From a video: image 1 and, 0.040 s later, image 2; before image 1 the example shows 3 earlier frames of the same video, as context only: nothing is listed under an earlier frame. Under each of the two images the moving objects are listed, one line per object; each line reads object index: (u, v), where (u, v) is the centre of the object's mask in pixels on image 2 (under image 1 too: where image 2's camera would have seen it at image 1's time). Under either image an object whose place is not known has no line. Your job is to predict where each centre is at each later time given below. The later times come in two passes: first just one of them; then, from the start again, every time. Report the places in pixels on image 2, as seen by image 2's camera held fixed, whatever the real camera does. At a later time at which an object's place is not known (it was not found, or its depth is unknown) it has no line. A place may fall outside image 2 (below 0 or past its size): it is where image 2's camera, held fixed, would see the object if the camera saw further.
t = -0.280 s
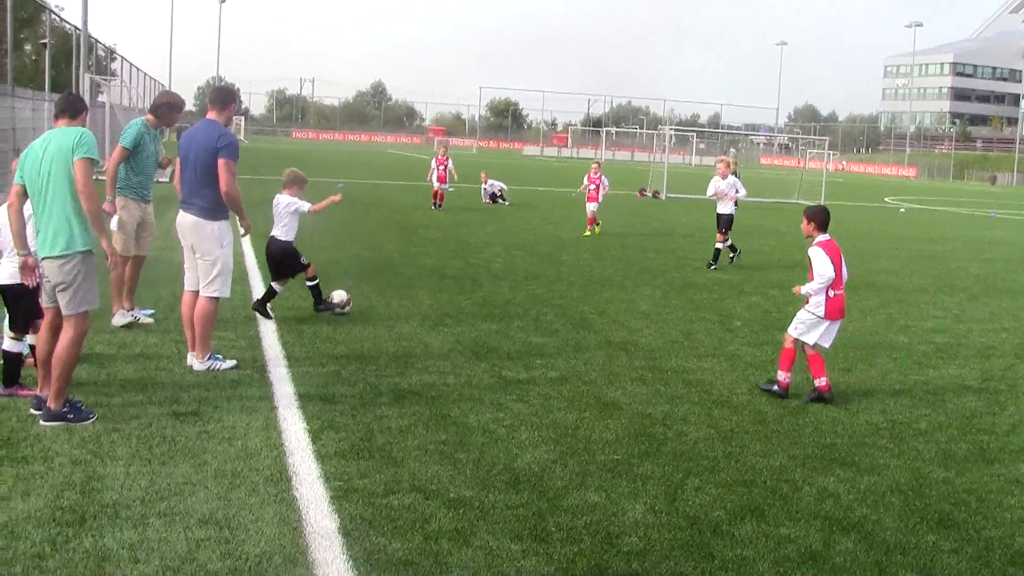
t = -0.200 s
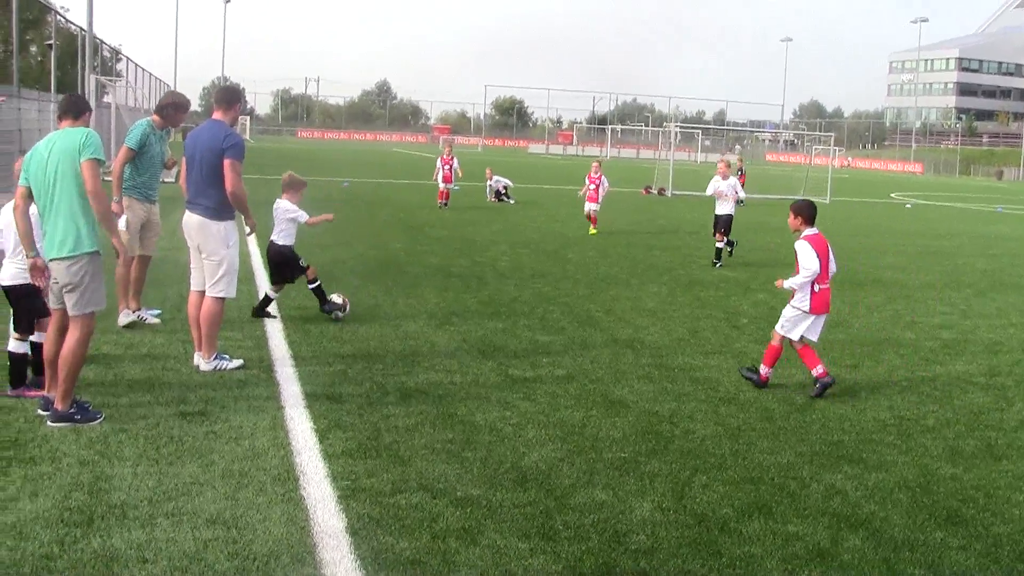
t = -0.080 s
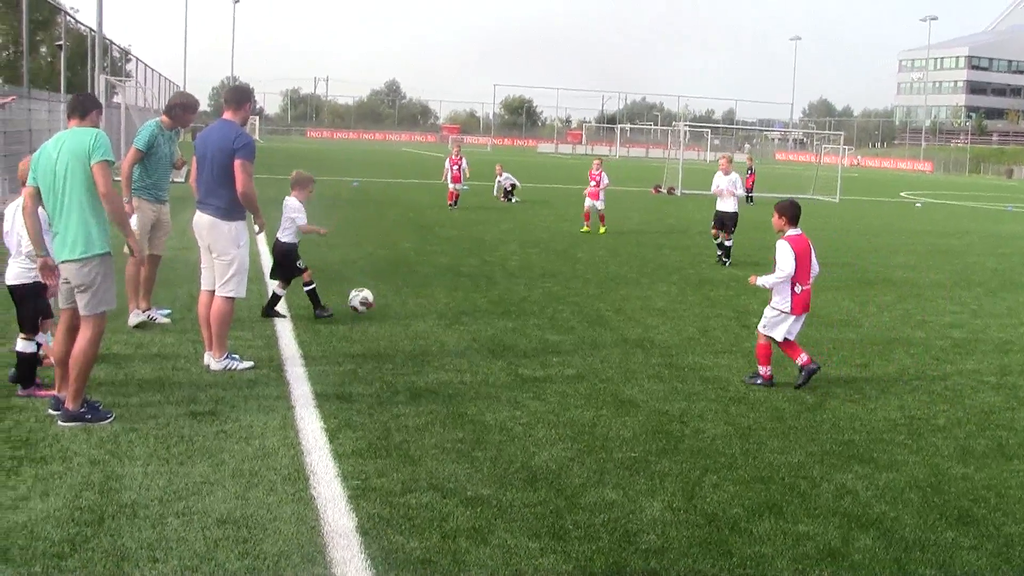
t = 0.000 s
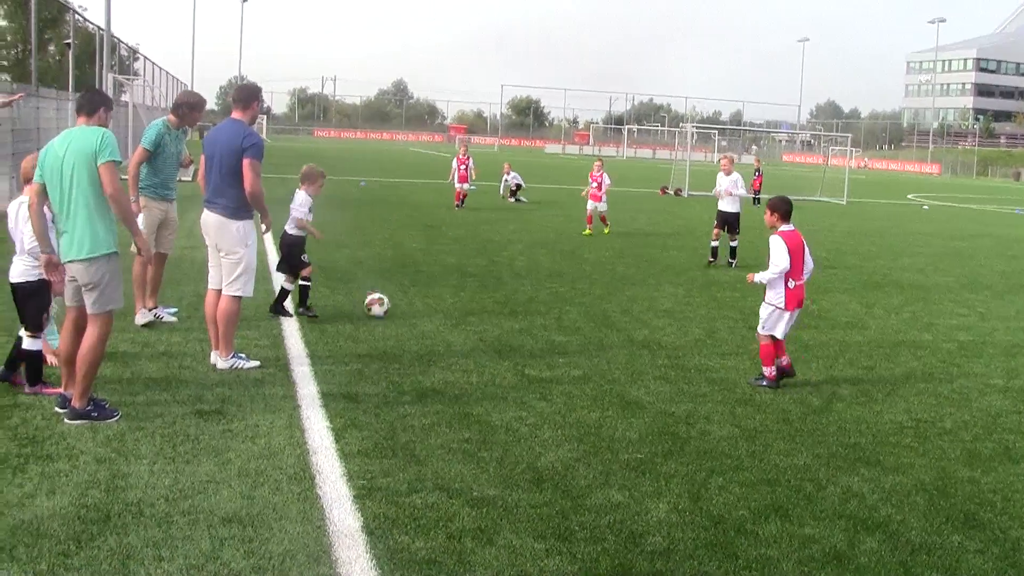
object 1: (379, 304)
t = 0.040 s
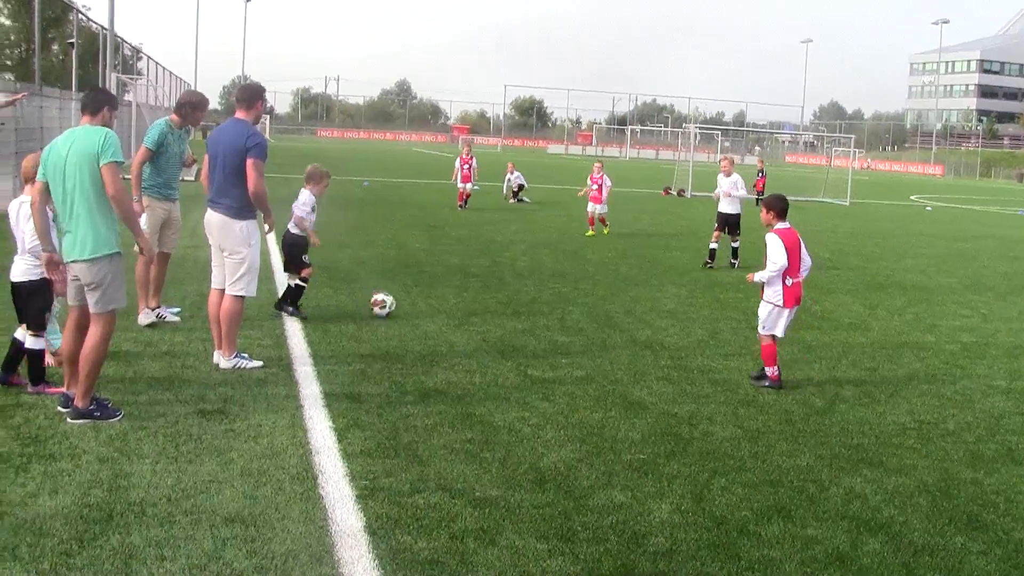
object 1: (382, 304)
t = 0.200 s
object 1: (392, 306)
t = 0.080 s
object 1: (385, 304)
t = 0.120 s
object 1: (388, 305)
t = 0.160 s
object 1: (390, 306)
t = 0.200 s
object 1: (392, 306)
